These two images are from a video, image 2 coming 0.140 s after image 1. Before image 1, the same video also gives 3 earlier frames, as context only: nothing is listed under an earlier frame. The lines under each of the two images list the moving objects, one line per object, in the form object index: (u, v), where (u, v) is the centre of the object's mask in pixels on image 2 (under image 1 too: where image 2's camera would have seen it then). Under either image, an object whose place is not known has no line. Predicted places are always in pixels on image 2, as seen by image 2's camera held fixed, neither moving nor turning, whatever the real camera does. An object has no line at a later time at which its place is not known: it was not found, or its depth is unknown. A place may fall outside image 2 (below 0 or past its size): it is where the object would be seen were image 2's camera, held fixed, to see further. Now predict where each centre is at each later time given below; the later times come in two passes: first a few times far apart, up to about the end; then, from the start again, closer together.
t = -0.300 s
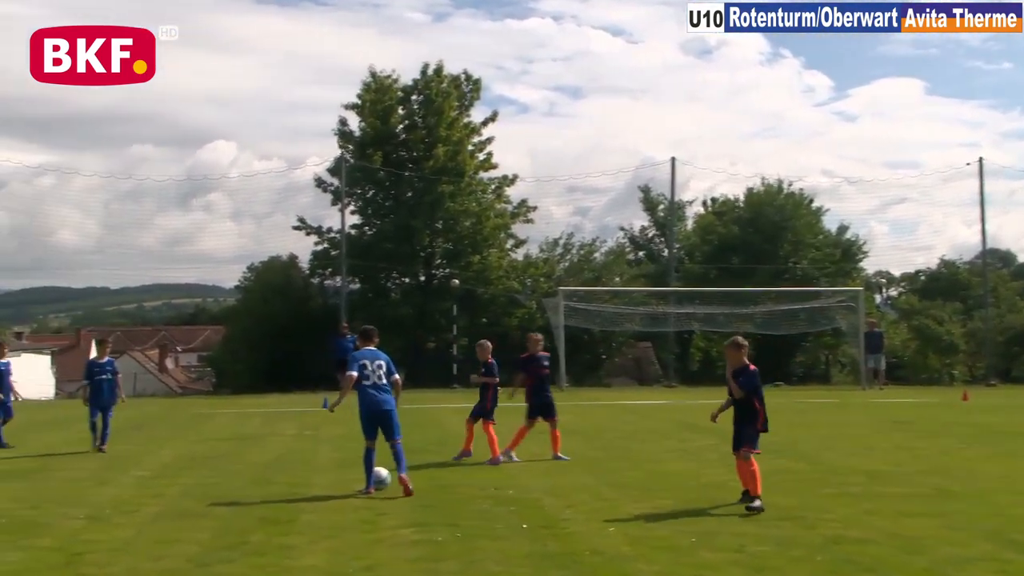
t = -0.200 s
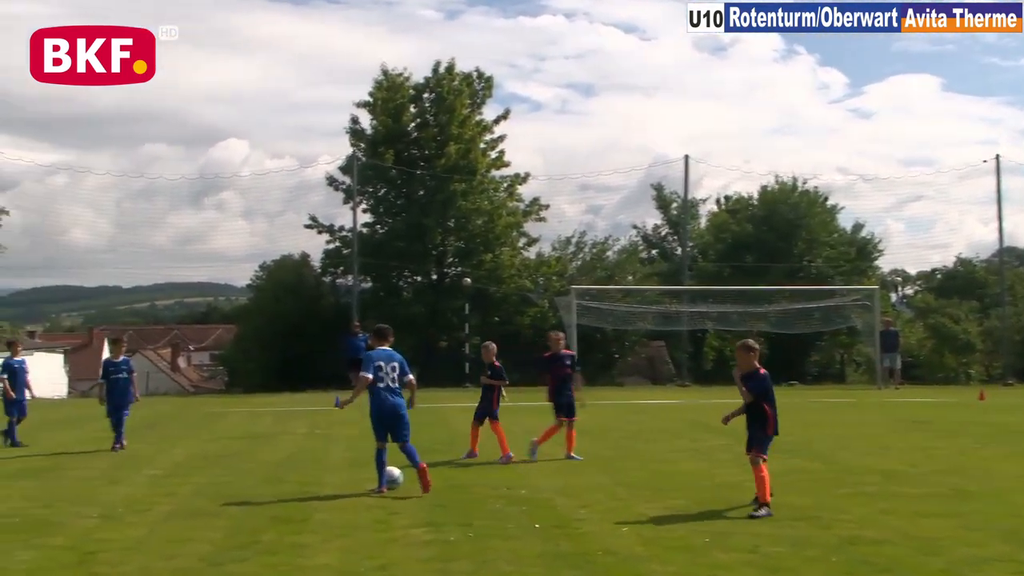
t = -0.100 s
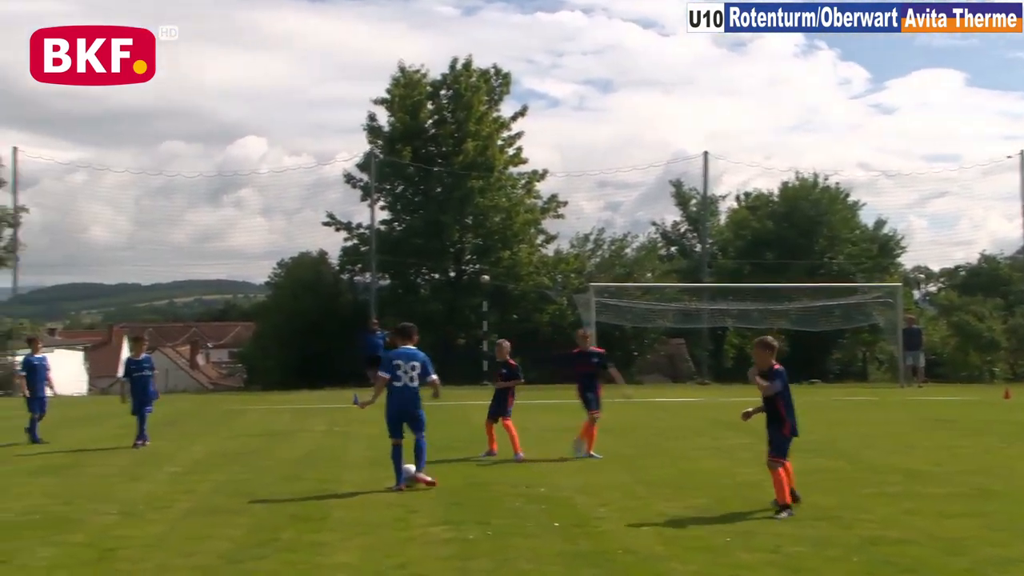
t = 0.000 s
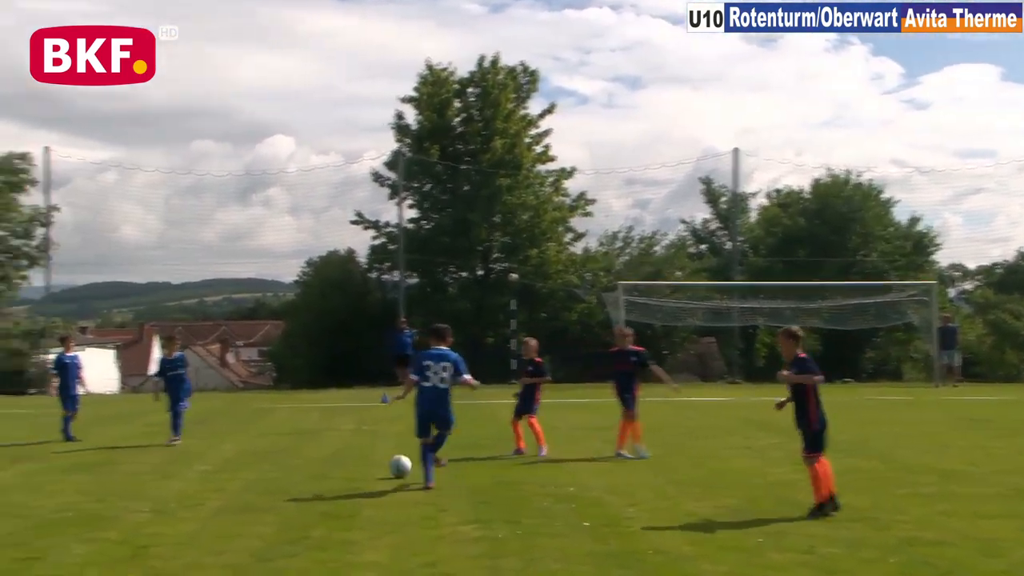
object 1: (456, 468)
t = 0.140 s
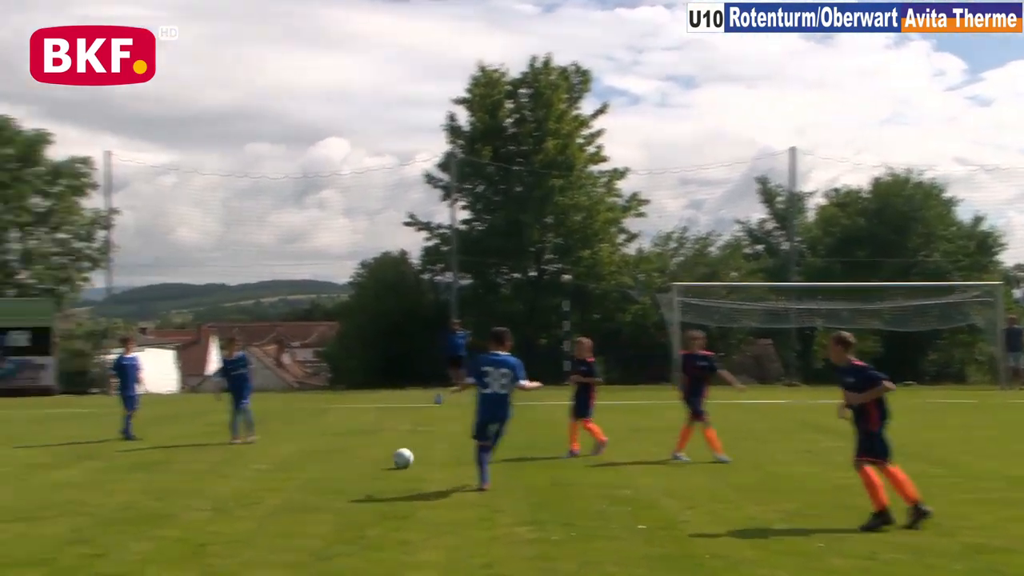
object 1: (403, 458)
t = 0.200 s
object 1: (385, 455)
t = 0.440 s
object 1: (332, 445)
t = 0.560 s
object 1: (314, 440)
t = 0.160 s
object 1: (397, 457)
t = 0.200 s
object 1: (385, 455)
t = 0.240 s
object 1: (374, 454)
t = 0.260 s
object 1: (369, 452)
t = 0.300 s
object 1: (360, 450)
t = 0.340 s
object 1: (352, 448)
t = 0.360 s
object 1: (347, 447)
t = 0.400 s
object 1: (339, 446)
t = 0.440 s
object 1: (332, 445)
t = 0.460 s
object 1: (330, 443)
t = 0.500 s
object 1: (323, 442)
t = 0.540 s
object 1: (316, 441)
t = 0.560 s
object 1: (314, 440)
